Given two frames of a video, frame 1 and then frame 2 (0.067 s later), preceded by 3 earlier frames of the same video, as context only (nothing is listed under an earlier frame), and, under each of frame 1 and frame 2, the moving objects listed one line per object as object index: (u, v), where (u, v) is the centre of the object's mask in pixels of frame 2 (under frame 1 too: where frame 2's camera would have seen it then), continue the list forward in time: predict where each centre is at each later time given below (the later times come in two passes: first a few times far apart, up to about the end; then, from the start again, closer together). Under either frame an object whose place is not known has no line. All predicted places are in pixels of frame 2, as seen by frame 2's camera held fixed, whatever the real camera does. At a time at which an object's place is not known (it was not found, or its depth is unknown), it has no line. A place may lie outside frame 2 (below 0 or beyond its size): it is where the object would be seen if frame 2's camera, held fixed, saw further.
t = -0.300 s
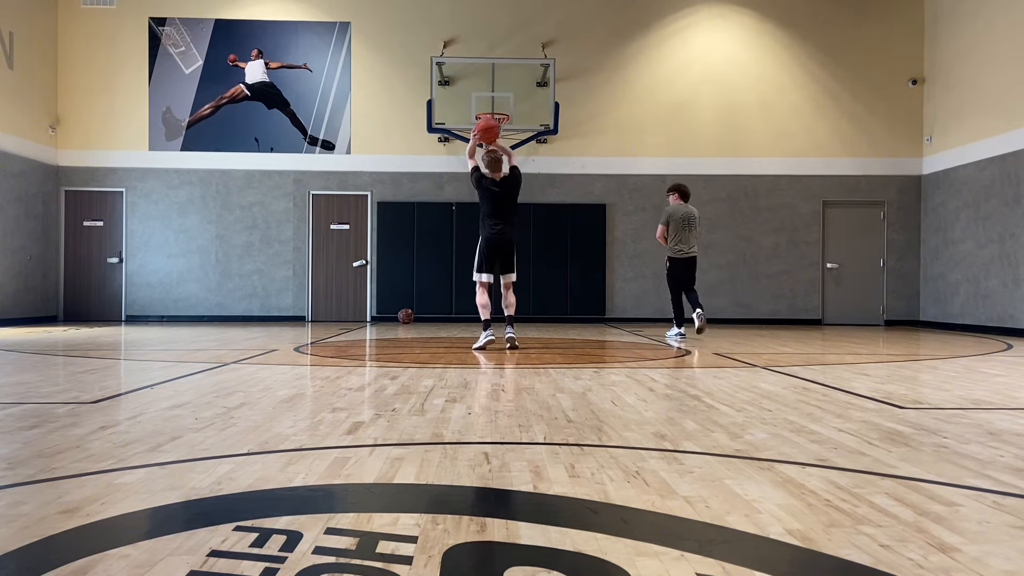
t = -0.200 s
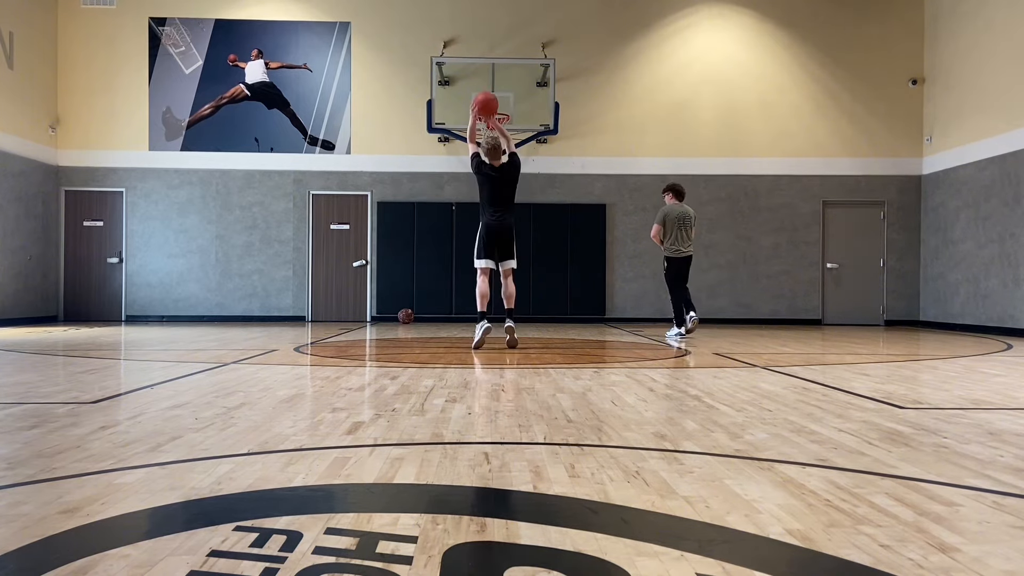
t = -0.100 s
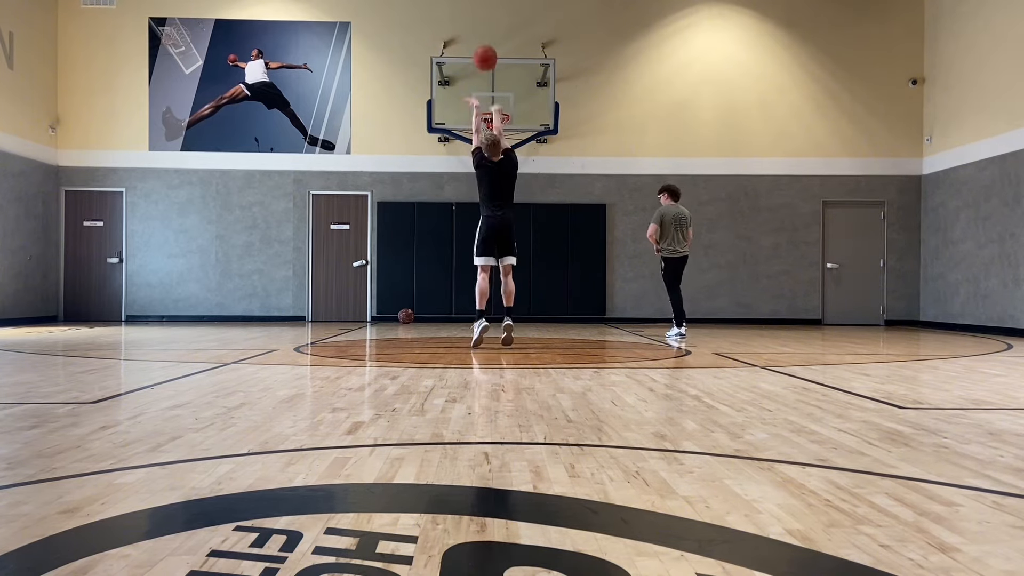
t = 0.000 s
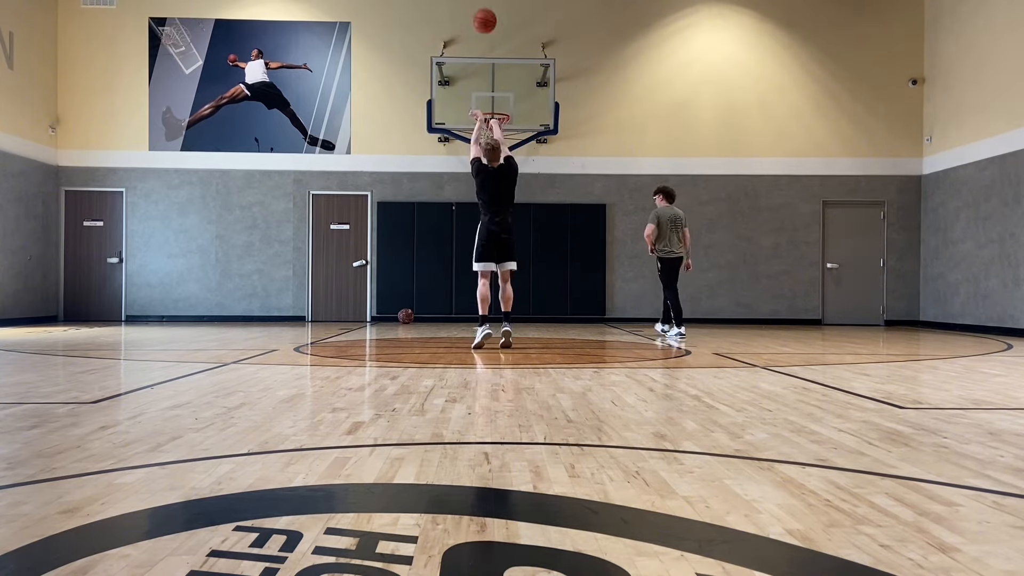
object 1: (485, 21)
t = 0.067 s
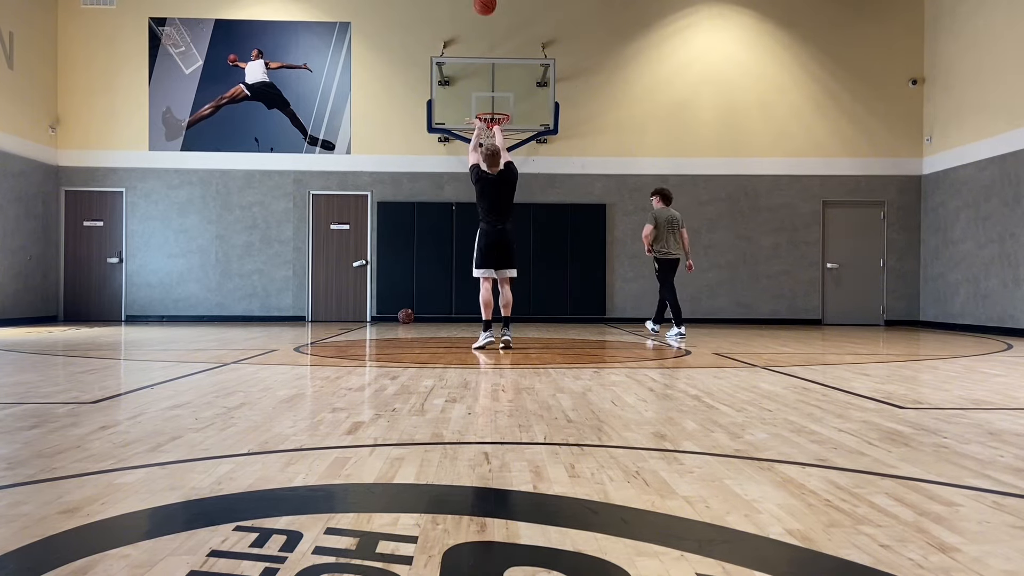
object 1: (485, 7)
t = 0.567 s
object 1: (484, 8)
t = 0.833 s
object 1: (484, 81)
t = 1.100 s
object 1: (497, 141)
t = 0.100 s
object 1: (486, 3)
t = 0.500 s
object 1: (485, 2)
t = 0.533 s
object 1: (485, 5)
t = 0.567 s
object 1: (484, 8)
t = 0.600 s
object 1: (485, 15)
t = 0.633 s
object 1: (484, 22)
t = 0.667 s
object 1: (485, 31)
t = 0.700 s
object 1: (484, 40)
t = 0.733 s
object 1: (484, 49)
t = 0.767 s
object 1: (485, 59)
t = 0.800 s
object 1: (484, 70)
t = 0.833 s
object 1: (484, 81)
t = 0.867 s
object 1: (484, 93)
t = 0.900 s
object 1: (484, 105)
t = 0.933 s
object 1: (485, 114)
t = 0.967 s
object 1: (492, 121)
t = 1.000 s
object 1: (492, 129)
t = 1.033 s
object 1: (494, 138)
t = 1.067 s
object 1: (496, 140)
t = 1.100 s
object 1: (497, 141)
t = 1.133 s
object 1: (500, 144)
